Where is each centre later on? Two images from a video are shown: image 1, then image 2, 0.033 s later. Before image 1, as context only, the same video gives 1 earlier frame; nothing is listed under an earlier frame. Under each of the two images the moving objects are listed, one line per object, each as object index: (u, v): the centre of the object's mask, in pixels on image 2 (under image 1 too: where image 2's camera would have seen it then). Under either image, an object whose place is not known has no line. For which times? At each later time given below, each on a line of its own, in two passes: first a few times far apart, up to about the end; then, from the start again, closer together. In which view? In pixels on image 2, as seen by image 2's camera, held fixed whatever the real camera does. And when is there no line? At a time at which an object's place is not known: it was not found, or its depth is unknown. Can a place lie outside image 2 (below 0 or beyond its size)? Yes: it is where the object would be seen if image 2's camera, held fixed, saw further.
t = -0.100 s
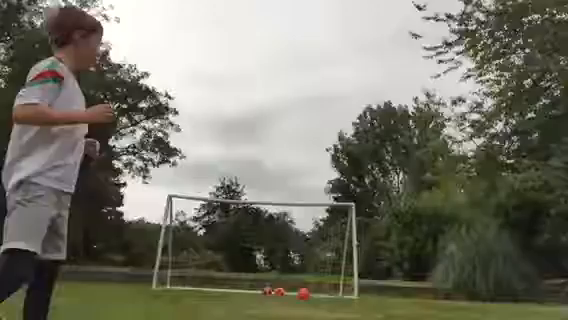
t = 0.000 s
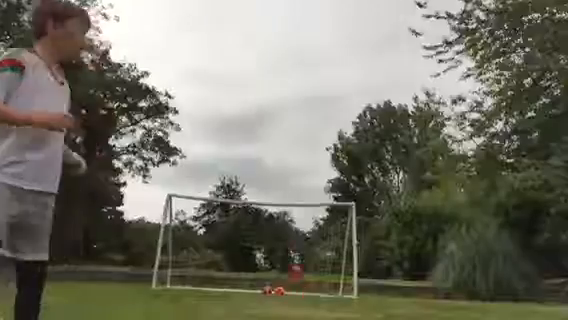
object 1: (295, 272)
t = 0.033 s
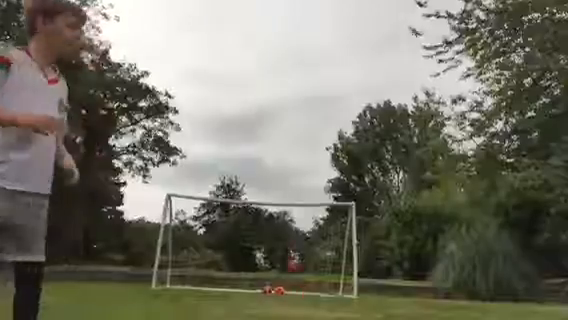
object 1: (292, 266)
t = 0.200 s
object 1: (282, 247)
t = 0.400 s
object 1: (264, 242)
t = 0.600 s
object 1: (245, 261)
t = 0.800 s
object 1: (223, 282)
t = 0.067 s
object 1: (290, 259)
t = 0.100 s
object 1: (285, 253)
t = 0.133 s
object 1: (284, 250)
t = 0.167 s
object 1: (284, 247)
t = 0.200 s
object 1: (282, 247)
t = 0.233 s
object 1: (280, 244)
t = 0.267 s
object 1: (278, 241)
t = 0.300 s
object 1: (279, 242)
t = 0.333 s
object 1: (268, 237)
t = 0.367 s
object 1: (268, 238)
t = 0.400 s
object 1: (264, 242)
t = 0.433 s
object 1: (262, 243)
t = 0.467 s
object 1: (258, 245)
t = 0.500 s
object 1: (253, 250)
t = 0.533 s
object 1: (249, 256)
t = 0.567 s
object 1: (247, 258)
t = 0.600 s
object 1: (245, 261)
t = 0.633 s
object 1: (239, 268)
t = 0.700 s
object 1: (231, 286)
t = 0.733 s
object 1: (229, 294)
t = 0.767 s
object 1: (225, 288)
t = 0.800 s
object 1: (223, 282)
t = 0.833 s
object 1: (220, 280)
